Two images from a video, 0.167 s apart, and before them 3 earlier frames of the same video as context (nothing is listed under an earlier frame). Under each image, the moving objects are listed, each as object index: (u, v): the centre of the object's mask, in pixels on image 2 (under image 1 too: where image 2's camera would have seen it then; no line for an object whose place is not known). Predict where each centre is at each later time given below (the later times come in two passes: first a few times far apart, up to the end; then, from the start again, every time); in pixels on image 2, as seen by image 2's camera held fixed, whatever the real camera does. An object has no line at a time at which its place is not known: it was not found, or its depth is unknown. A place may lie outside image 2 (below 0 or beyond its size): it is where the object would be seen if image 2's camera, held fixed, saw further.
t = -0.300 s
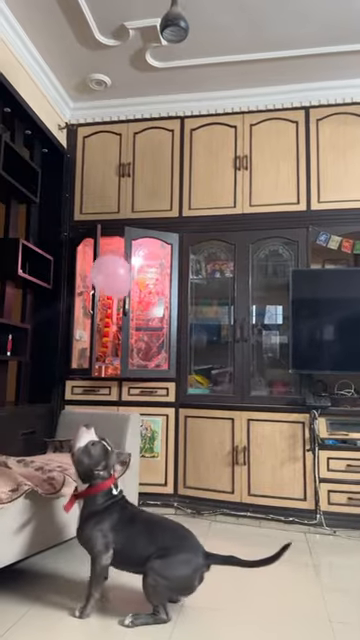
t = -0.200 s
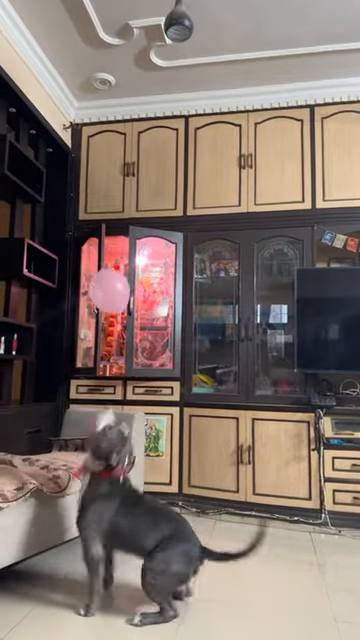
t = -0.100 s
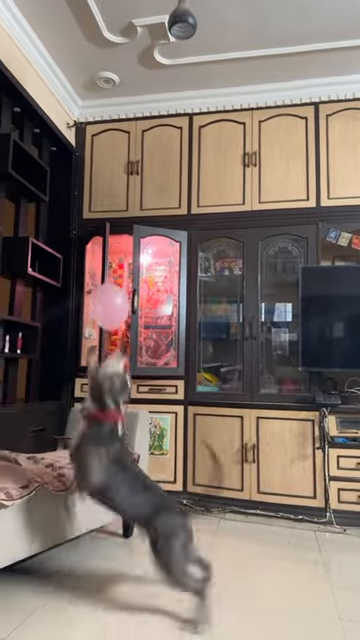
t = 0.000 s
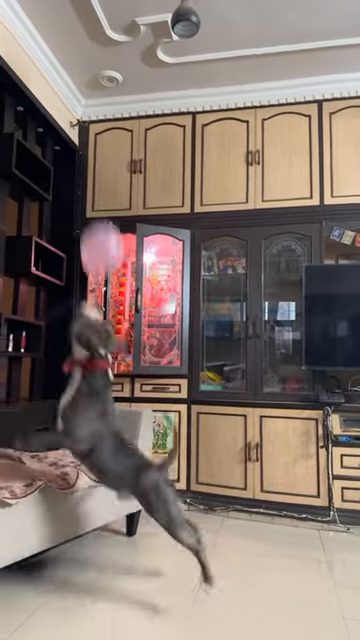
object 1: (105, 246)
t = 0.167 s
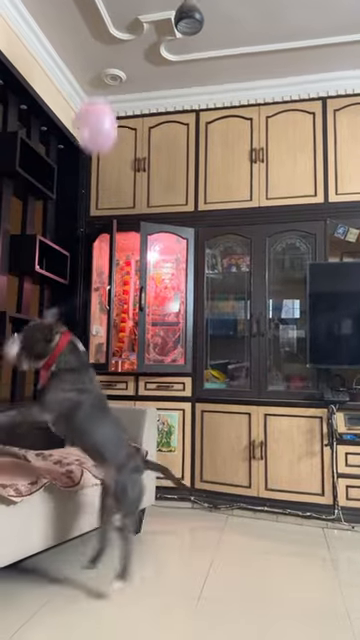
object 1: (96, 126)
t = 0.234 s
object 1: (99, 98)
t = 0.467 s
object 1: (115, 68)
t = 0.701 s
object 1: (110, 65)
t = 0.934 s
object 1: (102, 69)
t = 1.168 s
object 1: (93, 88)
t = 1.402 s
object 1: (83, 127)
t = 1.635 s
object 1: (76, 174)
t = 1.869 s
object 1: (79, 226)
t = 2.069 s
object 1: (88, 270)
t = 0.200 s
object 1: (97, 111)
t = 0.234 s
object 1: (99, 98)
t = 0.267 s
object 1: (102, 88)
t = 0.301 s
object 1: (104, 83)
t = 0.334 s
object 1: (107, 76)
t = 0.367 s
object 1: (111, 72)
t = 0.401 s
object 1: (113, 70)
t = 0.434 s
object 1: (114, 69)
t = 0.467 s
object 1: (115, 68)
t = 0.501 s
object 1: (115, 67)
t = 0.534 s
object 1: (114, 67)
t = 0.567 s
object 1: (113, 66)
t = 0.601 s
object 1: (113, 66)
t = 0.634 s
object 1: (112, 65)
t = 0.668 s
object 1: (111, 65)
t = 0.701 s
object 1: (110, 65)
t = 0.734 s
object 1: (109, 65)
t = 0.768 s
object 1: (107, 65)
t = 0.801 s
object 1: (106, 66)
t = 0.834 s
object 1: (105, 66)
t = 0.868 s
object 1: (104, 67)
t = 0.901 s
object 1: (103, 68)
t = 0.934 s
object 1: (102, 69)
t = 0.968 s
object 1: (102, 70)
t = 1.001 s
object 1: (101, 72)
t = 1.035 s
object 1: (100, 74)
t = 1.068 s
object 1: (98, 78)
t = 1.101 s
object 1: (96, 82)
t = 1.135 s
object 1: (94, 85)
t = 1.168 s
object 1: (93, 88)
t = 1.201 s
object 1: (91, 93)
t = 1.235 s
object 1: (89, 98)
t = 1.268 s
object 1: (88, 103)
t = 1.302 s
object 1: (87, 108)
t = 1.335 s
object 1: (86, 114)
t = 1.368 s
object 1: (84, 120)
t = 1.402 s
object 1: (83, 127)
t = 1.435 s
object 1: (82, 133)
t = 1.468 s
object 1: (80, 139)
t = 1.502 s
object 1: (79, 146)
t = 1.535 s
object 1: (78, 153)
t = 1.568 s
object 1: (77, 160)
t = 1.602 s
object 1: (76, 167)
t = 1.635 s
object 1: (76, 174)
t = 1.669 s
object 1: (76, 181)
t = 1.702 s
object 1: (76, 188)
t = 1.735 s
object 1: (76, 196)
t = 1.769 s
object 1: (77, 204)
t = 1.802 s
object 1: (77, 211)
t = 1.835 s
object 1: (78, 219)
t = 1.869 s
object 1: (79, 226)
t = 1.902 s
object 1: (81, 234)
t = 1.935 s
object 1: (82, 241)
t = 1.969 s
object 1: (83, 248)
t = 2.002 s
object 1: (85, 256)
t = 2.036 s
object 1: (87, 263)
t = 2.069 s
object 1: (88, 270)
